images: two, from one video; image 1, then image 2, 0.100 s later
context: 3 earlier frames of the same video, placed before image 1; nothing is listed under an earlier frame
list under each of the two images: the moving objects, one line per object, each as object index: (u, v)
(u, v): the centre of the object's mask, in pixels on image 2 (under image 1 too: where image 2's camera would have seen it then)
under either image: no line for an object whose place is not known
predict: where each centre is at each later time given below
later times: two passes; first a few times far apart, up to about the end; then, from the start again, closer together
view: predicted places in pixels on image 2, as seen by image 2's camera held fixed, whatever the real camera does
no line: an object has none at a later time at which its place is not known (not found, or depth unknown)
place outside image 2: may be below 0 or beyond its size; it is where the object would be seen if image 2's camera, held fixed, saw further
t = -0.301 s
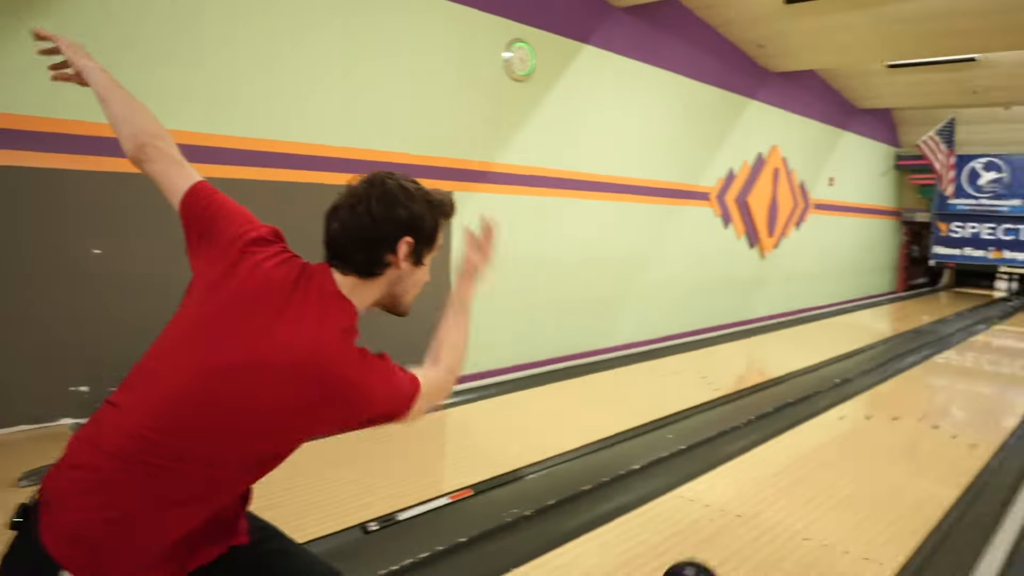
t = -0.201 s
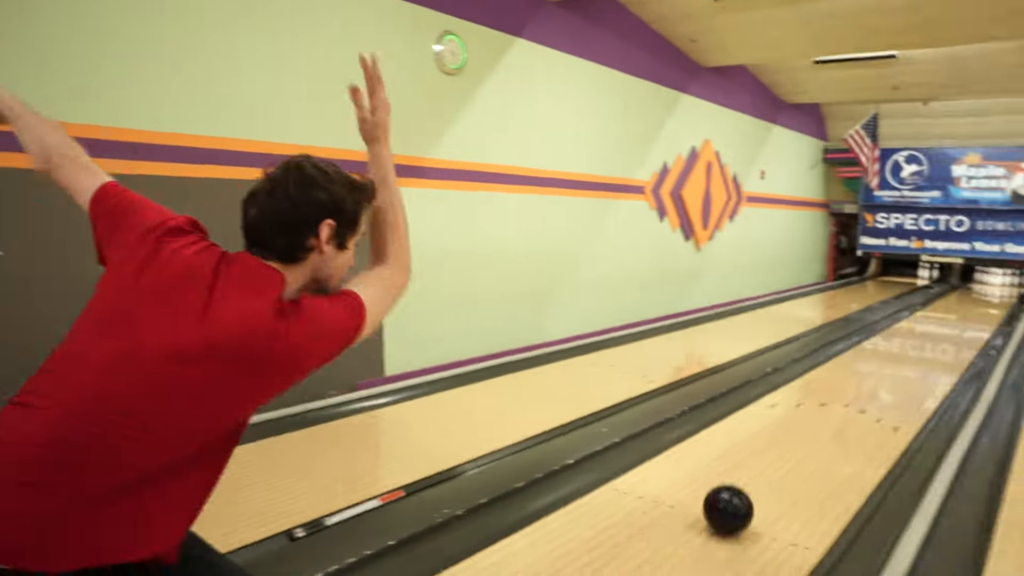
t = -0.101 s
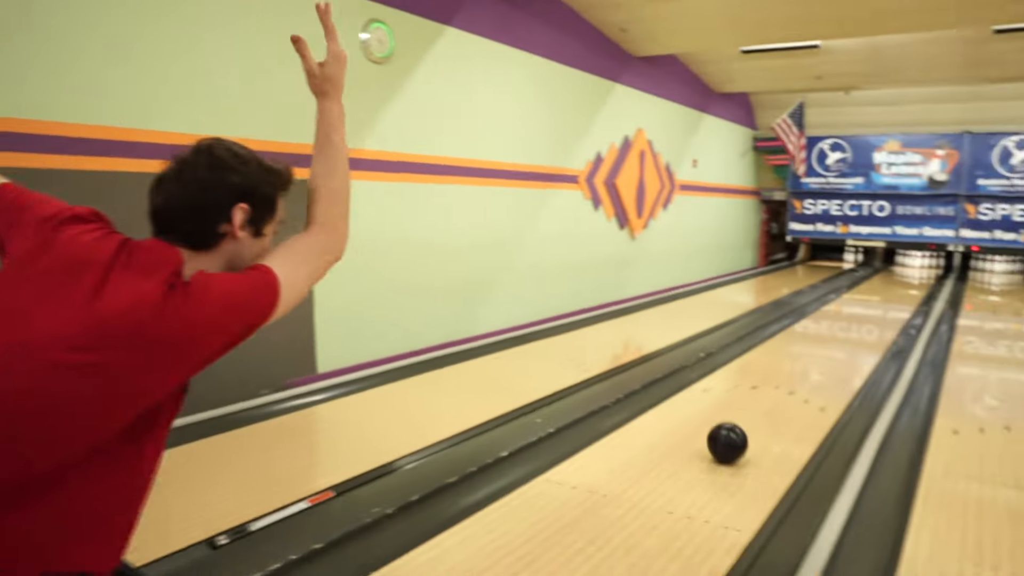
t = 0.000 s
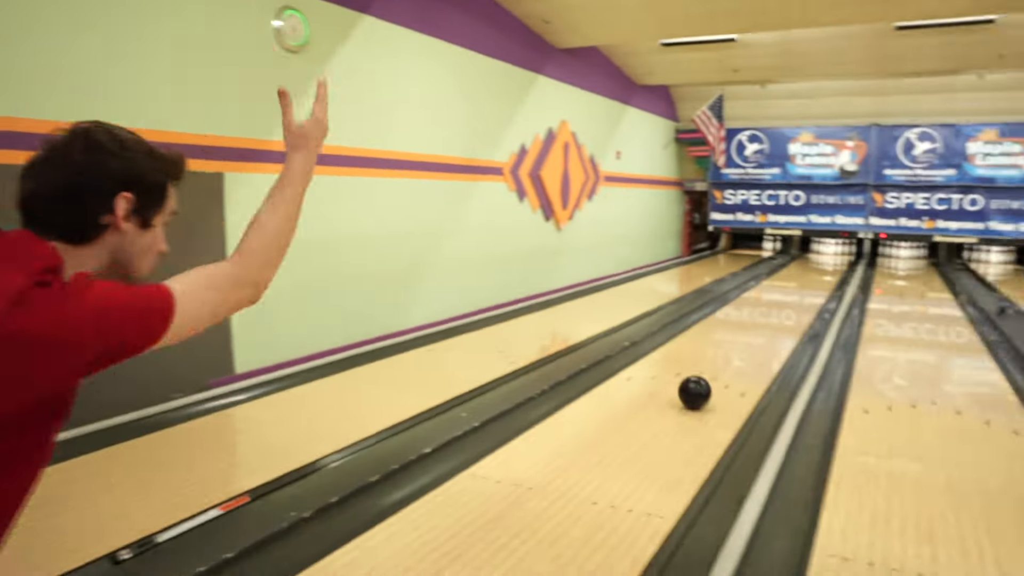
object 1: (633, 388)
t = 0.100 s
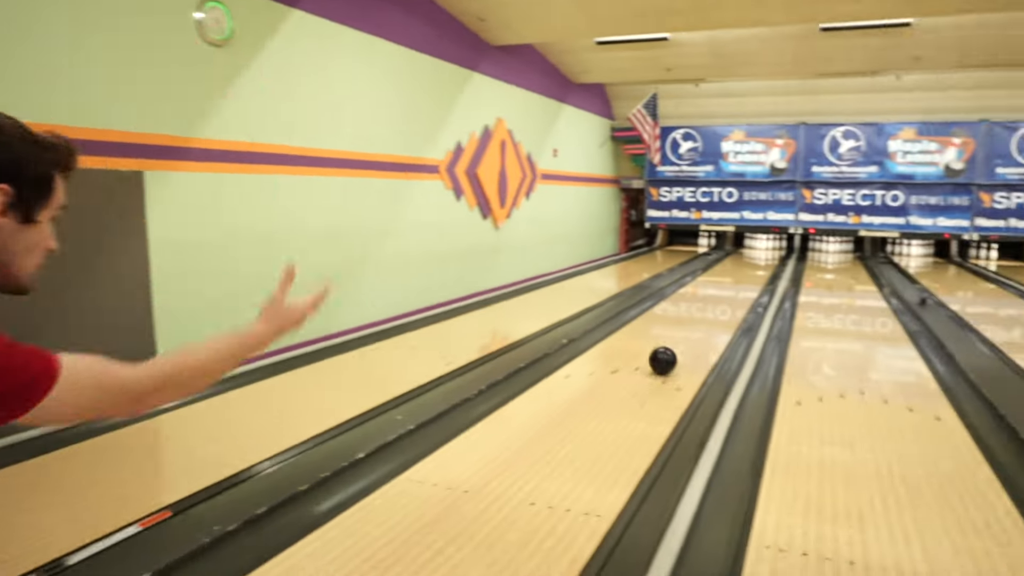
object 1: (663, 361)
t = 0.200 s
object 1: (684, 340)
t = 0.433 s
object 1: (718, 307)
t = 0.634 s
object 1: (737, 288)
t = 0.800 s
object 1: (747, 278)
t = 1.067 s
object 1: (758, 264)
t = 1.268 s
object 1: (763, 256)
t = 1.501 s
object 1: (765, 248)
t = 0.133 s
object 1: (671, 353)
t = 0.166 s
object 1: (678, 347)
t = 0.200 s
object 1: (684, 340)
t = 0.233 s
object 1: (690, 335)
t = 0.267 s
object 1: (696, 329)
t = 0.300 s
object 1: (701, 324)
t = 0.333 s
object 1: (706, 320)
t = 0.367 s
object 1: (710, 315)
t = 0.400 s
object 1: (714, 311)
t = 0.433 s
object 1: (718, 307)
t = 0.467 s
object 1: (722, 304)
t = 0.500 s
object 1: (725, 300)
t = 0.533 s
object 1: (728, 297)
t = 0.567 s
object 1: (731, 294)
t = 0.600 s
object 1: (734, 291)
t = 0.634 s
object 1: (737, 288)
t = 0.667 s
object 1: (739, 286)
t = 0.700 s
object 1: (741, 283)
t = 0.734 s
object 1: (743, 282)
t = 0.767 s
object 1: (745, 279)
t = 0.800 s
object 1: (747, 278)
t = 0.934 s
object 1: (753, 270)
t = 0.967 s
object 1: (755, 268)
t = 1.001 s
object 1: (756, 267)
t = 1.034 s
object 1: (756, 265)
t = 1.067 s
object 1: (758, 264)
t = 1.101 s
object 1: (759, 263)
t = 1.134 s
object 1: (760, 262)
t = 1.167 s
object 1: (759, 260)
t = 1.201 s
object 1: (760, 259)
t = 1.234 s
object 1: (761, 257)
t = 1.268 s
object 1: (763, 256)
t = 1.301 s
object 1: (763, 255)
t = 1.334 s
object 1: (763, 254)
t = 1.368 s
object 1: (763, 253)
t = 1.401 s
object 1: (763, 251)
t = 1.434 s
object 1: (765, 250)
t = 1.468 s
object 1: (765, 248)
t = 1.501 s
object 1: (765, 248)
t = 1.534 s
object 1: (766, 247)
